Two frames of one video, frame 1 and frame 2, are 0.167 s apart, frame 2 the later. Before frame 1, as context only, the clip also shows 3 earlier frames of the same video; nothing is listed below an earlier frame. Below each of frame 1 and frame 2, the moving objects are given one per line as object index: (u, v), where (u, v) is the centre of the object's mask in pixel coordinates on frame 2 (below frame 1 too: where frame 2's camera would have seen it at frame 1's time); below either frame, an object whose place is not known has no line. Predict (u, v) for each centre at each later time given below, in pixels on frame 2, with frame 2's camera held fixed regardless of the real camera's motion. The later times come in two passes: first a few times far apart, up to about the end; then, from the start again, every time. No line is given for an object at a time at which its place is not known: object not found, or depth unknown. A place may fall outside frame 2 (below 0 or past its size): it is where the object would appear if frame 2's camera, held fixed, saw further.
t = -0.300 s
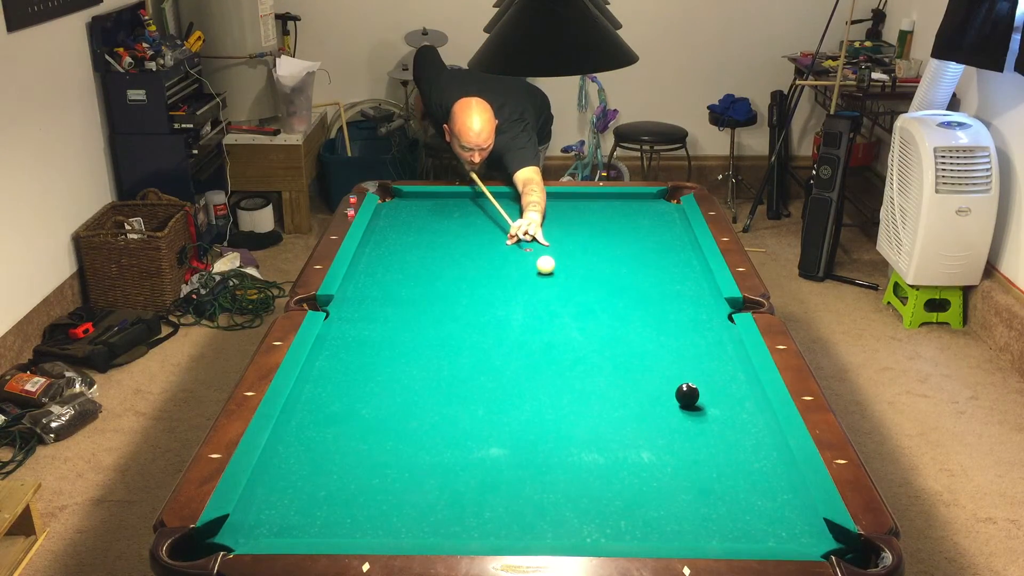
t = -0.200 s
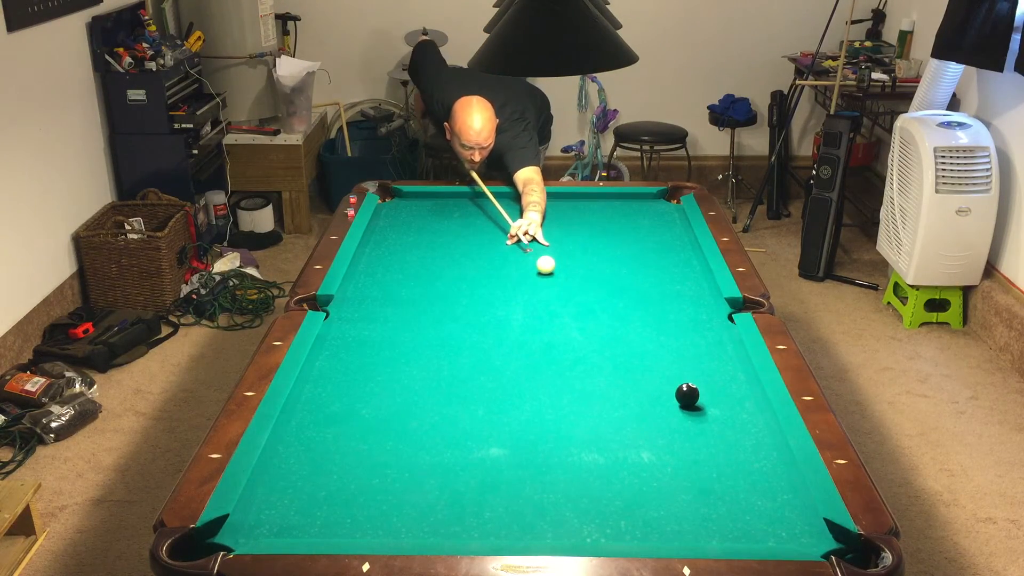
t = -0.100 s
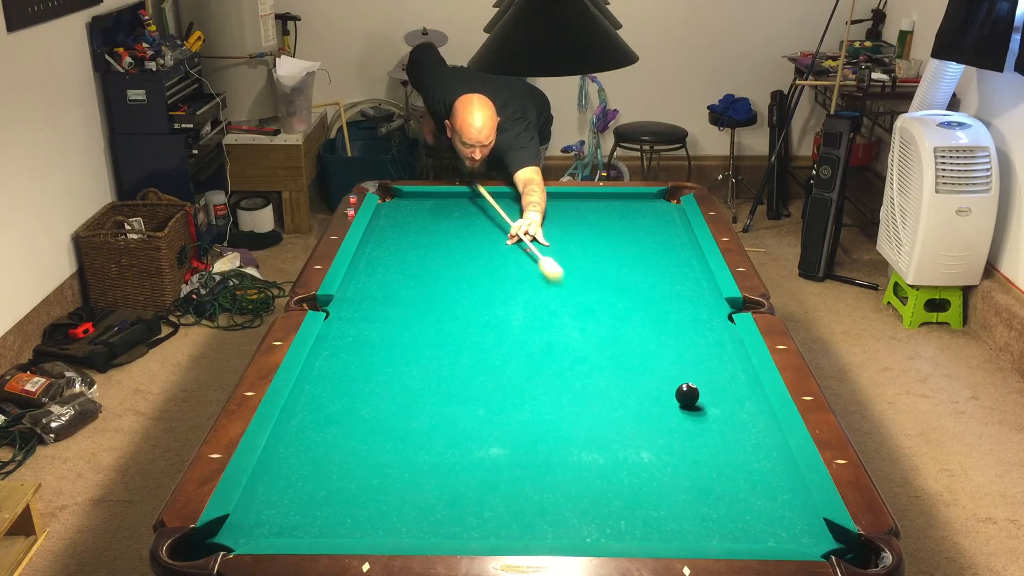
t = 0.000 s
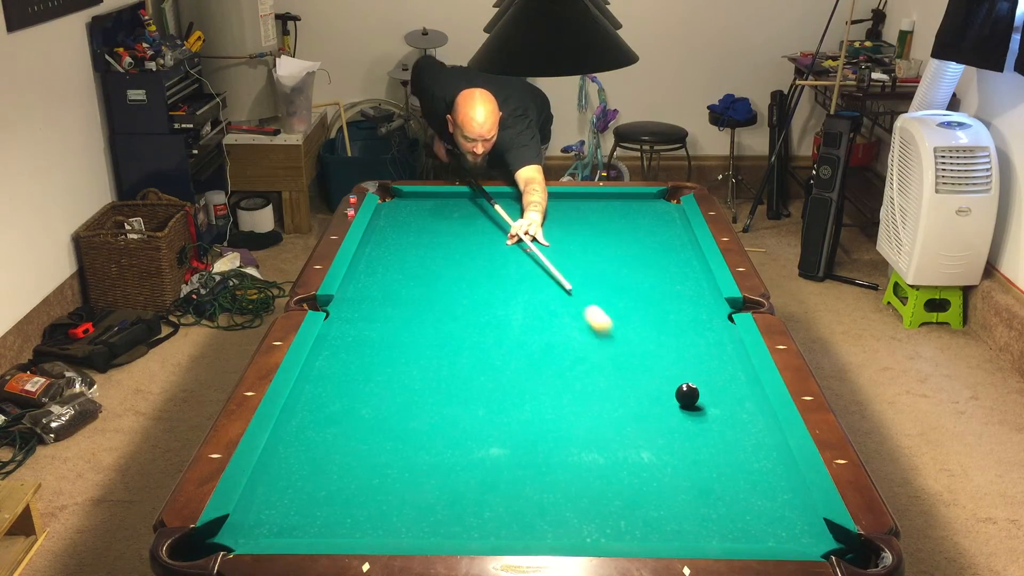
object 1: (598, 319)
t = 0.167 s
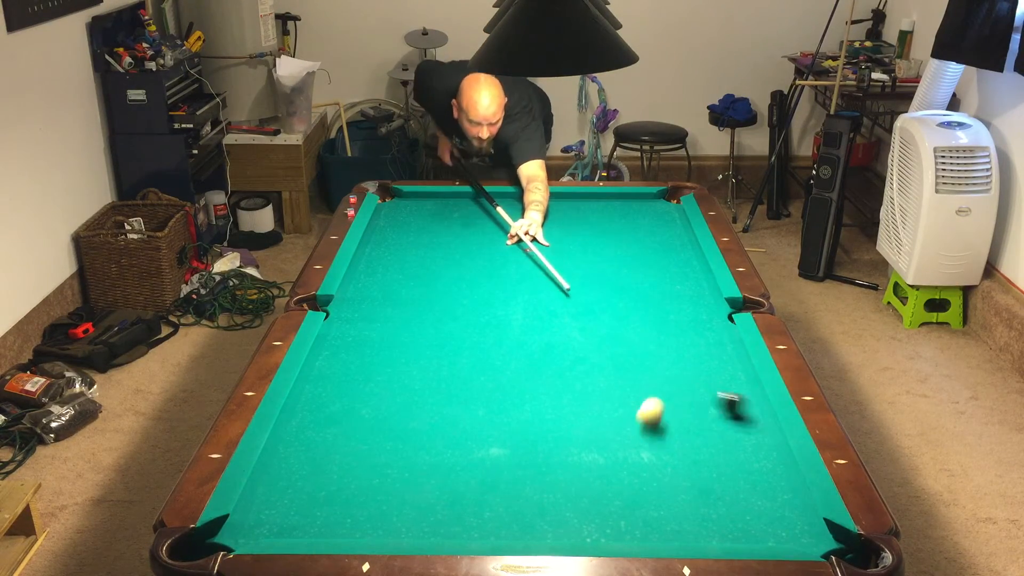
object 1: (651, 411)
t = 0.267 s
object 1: (626, 460)
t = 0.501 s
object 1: (592, 511)
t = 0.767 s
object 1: (599, 453)
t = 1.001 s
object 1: (604, 412)
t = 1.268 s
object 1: (610, 372)
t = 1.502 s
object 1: (614, 343)
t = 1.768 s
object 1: (618, 315)
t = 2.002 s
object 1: (622, 294)
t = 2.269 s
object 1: (625, 272)
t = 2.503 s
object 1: (628, 256)
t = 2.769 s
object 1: (631, 240)
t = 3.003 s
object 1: (633, 228)
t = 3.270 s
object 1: (635, 215)
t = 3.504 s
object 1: (637, 206)
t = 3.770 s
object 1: (638, 196)
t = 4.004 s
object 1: (642, 201)
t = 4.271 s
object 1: (647, 208)
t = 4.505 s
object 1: (650, 213)
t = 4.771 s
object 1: (654, 219)
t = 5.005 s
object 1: (657, 224)
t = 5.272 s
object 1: (660, 229)
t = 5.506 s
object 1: (662, 233)
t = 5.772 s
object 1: (664, 237)
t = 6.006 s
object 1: (665, 240)
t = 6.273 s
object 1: (666, 243)
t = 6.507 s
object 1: (667, 245)
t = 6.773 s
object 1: (667, 248)
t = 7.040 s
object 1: (666, 249)
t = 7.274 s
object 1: (667, 250)
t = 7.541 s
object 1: (666, 251)
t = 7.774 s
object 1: (667, 251)
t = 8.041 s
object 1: (667, 251)
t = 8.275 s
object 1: (666, 251)
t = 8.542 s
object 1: (666, 251)
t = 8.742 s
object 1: (666, 251)
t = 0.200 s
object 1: (642, 427)
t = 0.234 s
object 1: (634, 444)
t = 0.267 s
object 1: (626, 460)
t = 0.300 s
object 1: (618, 476)
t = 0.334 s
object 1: (611, 491)
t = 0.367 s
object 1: (603, 508)
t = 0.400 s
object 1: (594, 525)
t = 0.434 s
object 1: (589, 529)
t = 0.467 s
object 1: (590, 522)
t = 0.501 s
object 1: (592, 511)
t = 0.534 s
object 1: (593, 503)
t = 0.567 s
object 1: (594, 494)
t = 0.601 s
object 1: (595, 487)
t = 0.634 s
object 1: (596, 480)
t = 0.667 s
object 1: (597, 473)
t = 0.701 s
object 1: (598, 466)
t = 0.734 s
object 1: (598, 459)
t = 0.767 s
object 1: (599, 453)
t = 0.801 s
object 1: (600, 446)
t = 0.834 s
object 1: (601, 440)
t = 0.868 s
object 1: (602, 434)
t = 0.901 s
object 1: (602, 428)
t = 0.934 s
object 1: (603, 423)
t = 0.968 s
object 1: (604, 417)
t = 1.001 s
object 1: (604, 412)
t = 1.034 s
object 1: (605, 406)
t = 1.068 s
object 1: (606, 401)
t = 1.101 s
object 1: (607, 396)
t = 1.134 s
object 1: (607, 391)
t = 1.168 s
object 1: (608, 386)
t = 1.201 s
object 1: (608, 382)
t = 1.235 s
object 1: (609, 377)
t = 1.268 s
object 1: (610, 372)
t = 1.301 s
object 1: (610, 368)
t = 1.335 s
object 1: (611, 363)
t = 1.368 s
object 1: (611, 359)
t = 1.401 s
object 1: (612, 355)
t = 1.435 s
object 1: (613, 351)
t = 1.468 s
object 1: (613, 347)
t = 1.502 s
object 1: (614, 343)
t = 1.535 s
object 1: (614, 339)
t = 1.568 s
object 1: (615, 336)
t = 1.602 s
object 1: (615, 332)
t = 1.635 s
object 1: (616, 328)
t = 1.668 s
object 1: (617, 325)
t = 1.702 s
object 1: (617, 322)
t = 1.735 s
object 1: (617, 318)
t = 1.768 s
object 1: (618, 315)
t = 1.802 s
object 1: (619, 311)
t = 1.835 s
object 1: (619, 308)
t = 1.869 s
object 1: (620, 305)
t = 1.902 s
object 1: (620, 302)
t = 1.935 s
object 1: (621, 300)
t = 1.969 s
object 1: (621, 297)
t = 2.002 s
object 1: (622, 294)
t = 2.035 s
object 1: (622, 291)
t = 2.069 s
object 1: (622, 288)
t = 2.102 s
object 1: (623, 285)
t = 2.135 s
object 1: (623, 283)
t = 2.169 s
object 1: (624, 280)
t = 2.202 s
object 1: (624, 277)
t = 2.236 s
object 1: (625, 275)
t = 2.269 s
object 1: (625, 272)
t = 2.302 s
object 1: (625, 270)
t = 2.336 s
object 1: (626, 268)
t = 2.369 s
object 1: (626, 265)
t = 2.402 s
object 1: (627, 263)
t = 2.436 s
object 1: (627, 261)
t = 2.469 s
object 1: (627, 259)
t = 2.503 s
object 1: (628, 256)
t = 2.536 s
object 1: (628, 254)
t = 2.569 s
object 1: (629, 252)
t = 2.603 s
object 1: (629, 250)
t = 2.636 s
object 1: (630, 248)
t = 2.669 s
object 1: (630, 246)
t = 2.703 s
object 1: (630, 244)
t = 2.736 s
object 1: (631, 242)
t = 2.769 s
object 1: (631, 240)
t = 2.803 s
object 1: (631, 238)
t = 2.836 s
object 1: (632, 237)
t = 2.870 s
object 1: (632, 235)
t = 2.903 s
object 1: (632, 233)
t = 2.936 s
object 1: (633, 231)
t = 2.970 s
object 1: (633, 230)
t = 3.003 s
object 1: (633, 228)
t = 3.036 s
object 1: (633, 226)
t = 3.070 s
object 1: (633, 225)
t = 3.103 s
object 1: (634, 223)
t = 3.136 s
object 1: (634, 221)
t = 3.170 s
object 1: (634, 220)
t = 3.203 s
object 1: (634, 218)
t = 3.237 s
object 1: (635, 217)
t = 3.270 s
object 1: (635, 215)
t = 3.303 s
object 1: (635, 214)
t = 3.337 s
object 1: (636, 212)
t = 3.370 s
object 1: (636, 211)
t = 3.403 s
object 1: (636, 210)
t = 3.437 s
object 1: (636, 208)
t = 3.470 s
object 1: (637, 207)
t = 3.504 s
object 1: (637, 206)
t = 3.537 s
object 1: (637, 204)
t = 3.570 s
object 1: (637, 203)
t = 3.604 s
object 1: (637, 202)
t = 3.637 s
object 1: (638, 200)
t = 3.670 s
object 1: (638, 199)
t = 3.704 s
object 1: (638, 198)
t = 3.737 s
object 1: (638, 197)
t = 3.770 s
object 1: (638, 196)
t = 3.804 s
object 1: (639, 196)
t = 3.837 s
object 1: (639, 197)
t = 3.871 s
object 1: (640, 198)
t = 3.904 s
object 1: (640, 199)
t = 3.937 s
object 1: (641, 199)
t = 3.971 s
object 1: (641, 200)
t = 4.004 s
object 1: (642, 201)
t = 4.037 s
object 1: (643, 202)
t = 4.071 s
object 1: (643, 203)
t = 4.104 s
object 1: (644, 204)
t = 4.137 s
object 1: (644, 204)
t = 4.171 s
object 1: (645, 205)
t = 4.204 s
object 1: (645, 206)
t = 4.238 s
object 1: (646, 207)
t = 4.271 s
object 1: (647, 208)
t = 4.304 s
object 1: (647, 208)
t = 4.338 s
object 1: (648, 209)
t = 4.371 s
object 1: (648, 210)
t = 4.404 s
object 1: (649, 211)
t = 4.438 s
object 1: (649, 211)
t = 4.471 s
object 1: (650, 212)
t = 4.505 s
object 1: (650, 213)
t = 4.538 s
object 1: (651, 214)
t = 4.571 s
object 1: (651, 214)
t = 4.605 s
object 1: (652, 215)
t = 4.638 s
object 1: (652, 216)
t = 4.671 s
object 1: (653, 217)
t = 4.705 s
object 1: (653, 217)
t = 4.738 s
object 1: (654, 218)
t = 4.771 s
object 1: (654, 219)
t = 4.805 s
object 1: (654, 219)
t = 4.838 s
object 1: (655, 220)
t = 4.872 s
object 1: (655, 221)
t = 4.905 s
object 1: (656, 221)
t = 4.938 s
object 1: (656, 222)
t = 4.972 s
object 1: (657, 223)
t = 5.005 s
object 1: (657, 224)
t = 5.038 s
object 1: (658, 224)
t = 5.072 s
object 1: (658, 225)
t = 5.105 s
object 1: (658, 225)
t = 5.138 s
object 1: (659, 226)
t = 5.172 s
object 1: (659, 227)
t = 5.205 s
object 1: (659, 227)
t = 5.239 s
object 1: (660, 228)
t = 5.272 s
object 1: (660, 229)
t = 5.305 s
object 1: (661, 229)
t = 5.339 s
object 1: (661, 230)
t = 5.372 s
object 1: (661, 230)
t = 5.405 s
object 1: (661, 231)
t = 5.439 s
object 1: (661, 232)
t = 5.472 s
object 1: (662, 232)
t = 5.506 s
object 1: (662, 233)
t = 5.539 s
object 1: (662, 233)
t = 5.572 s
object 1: (662, 234)
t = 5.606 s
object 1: (663, 234)
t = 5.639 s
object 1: (663, 235)
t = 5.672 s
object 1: (663, 235)
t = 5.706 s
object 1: (663, 236)
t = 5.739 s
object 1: (663, 236)
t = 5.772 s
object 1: (664, 237)
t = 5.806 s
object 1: (664, 237)
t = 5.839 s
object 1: (664, 238)
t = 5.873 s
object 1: (664, 238)
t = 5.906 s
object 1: (665, 239)
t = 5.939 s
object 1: (665, 239)
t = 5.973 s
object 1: (665, 240)
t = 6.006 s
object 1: (665, 240)
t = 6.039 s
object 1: (665, 240)
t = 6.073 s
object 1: (665, 241)
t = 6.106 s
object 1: (666, 241)
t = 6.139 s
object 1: (666, 242)
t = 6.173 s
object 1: (666, 242)
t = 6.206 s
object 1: (666, 242)
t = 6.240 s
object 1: (666, 243)
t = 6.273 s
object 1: (666, 243)
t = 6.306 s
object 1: (666, 244)
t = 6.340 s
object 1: (666, 244)
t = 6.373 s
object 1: (666, 244)
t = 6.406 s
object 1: (666, 245)
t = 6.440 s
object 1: (666, 245)
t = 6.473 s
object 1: (667, 245)
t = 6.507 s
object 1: (667, 245)
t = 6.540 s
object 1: (667, 246)
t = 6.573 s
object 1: (667, 246)
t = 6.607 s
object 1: (667, 247)
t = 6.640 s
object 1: (667, 247)
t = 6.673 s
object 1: (667, 247)
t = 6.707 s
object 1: (667, 247)
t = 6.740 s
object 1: (667, 247)
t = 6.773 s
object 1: (667, 248)
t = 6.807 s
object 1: (667, 248)
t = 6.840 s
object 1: (667, 248)
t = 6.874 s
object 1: (667, 248)
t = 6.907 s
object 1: (667, 249)
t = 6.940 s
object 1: (667, 249)
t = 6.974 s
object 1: (667, 249)
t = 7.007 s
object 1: (666, 249)
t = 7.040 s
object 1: (666, 249)
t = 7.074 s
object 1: (666, 249)
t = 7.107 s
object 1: (666, 250)
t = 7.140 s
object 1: (667, 250)
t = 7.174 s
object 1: (667, 250)
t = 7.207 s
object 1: (666, 250)
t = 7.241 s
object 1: (667, 250)
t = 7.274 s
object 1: (667, 250)
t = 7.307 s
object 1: (667, 250)
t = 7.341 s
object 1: (666, 250)
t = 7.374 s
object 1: (666, 250)
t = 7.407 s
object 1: (666, 250)
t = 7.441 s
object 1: (666, 250)
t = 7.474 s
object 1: (666, 251)
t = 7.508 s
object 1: (667, 251)
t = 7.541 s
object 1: (666, 251)
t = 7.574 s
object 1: (666, 251)
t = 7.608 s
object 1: (667, 251)
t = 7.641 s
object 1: (667, 251)
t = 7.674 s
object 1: (667, 251)
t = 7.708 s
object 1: (667, 251)
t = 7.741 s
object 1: (666, 251)
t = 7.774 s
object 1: (667, 251)
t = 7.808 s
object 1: (667, 251)
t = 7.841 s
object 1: (667, 251)
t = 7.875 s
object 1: (667, 251)
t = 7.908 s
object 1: (667, 251)
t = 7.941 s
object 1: (667, 251)
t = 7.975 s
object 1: (667, 251)
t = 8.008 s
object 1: (667, 251)
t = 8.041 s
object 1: (667, 251)
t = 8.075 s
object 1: (666, 251)
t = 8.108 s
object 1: (666, 251)
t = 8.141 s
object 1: (666, 251)
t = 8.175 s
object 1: (666, 251)
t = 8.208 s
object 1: (667, 251)
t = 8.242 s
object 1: (666, 251)
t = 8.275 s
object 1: (666, 251)
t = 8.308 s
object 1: (666, 251)
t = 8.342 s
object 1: (666, 251)
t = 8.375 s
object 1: (666, 251)
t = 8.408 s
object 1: (666, 251)
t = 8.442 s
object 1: (667, 251)
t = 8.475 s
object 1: (666, 251)
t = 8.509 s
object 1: (666, 251)
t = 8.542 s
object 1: (666, 251)
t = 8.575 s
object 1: (667, 251)
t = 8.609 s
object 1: (667, 251)
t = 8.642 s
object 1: (667, 251)
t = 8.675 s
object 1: (666, 251)
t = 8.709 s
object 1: (666, 251)
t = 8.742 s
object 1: (666, 251)
